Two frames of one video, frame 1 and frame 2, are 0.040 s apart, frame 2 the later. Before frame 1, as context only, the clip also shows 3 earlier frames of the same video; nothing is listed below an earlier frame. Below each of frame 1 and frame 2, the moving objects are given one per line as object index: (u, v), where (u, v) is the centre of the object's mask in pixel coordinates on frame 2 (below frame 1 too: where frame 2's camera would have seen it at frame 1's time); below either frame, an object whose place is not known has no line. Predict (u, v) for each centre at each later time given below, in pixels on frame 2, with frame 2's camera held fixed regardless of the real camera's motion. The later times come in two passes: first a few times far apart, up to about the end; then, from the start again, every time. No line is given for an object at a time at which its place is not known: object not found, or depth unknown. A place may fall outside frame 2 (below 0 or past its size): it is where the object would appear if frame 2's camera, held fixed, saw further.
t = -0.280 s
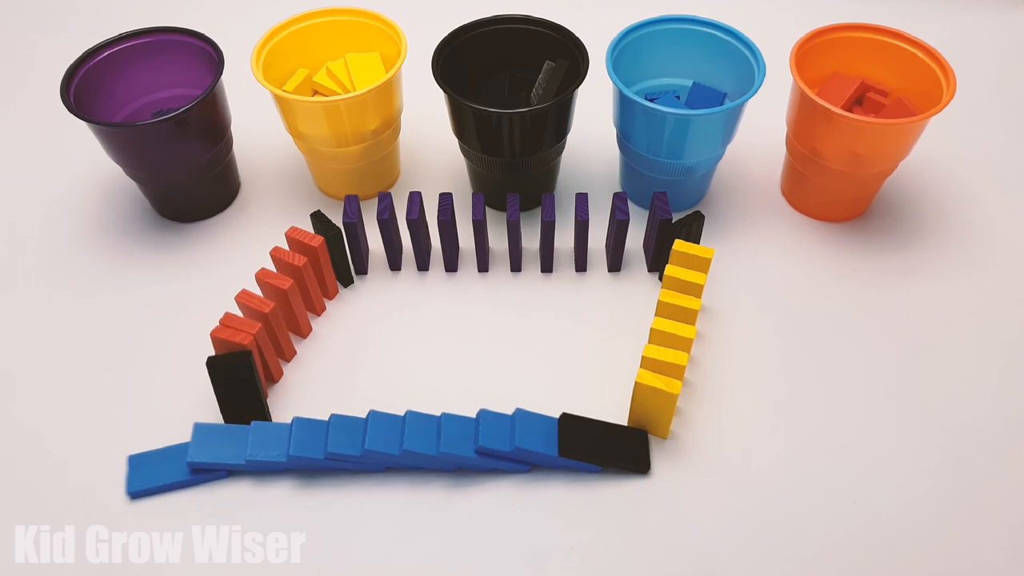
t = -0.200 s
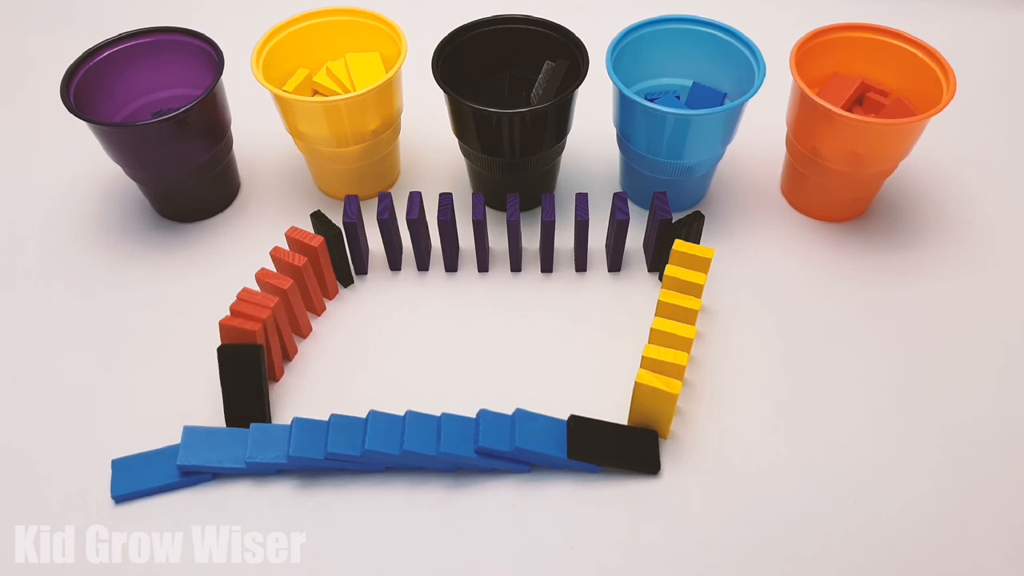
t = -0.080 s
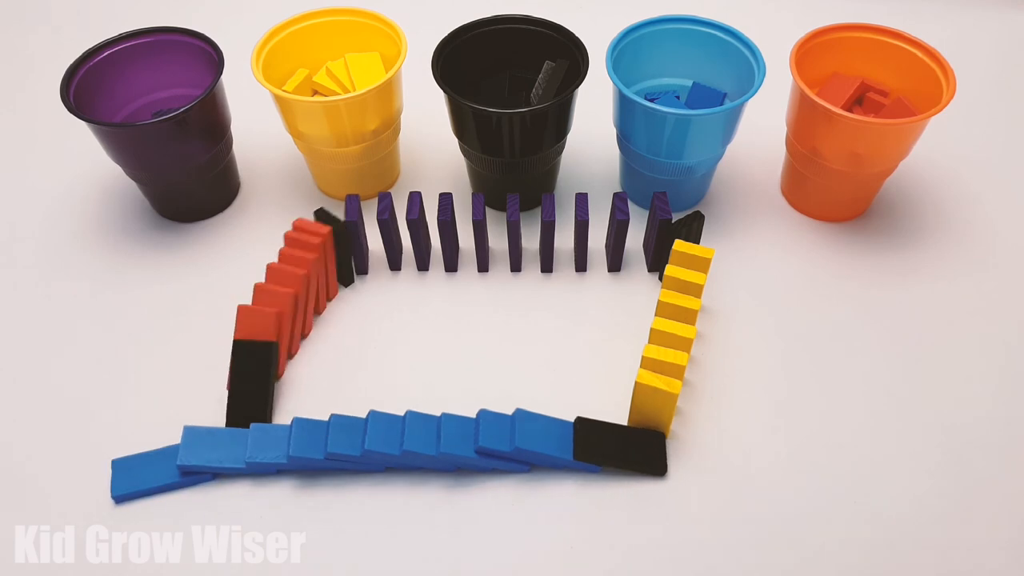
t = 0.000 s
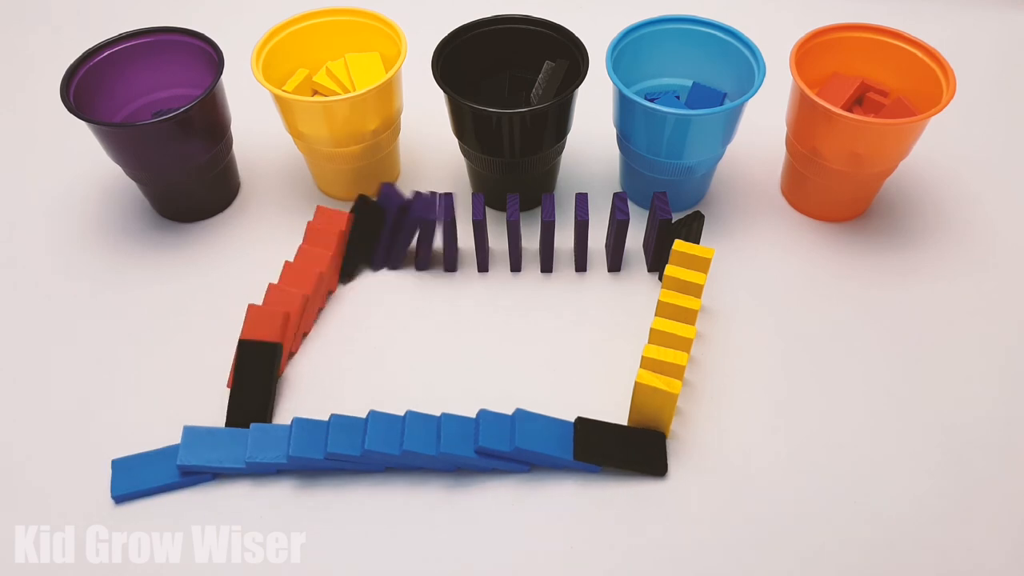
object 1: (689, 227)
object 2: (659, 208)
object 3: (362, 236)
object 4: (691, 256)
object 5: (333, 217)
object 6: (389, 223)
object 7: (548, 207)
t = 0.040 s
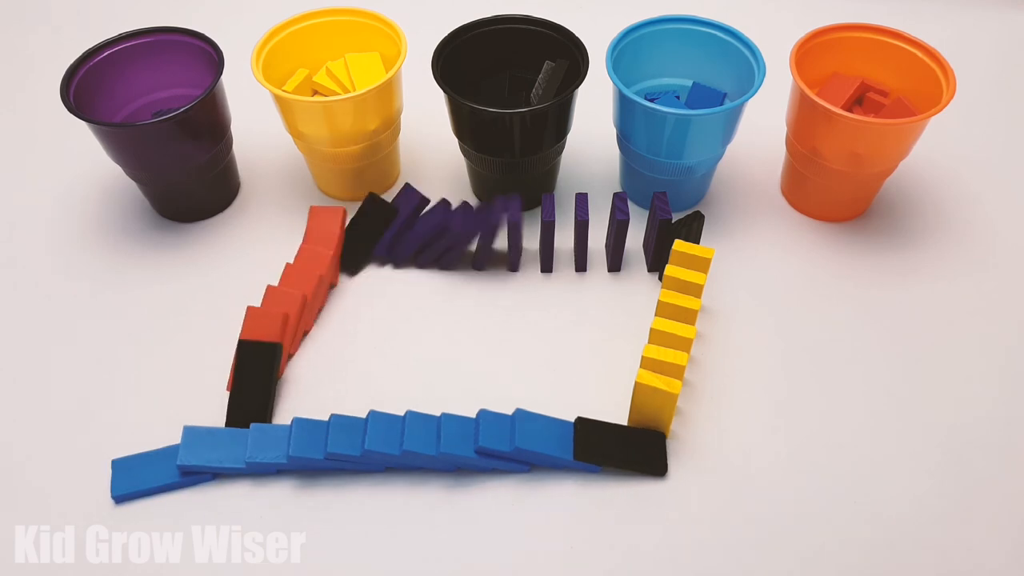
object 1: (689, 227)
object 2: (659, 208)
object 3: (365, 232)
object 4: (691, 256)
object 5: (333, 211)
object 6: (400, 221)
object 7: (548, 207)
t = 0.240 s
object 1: (720, 280)
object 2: (674, 246)
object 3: (363, 222)
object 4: (680, 277)
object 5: (283, 232)
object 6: (401, 211)
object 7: (565, 246)
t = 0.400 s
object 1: (736, 302)
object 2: (675, 248)
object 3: (363, 221)
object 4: (672, 306)
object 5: (283, 232)
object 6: (401, 211)
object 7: (565, 246)
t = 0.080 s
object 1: (689, 227)
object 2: (659, 208)
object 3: (367, 229)
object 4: (691, 256)
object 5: (314, 217)
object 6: (403, 214)
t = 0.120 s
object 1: (689, 227)
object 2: (663, 205)
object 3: (366, 222)
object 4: (691, 256)
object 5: (293, 229)
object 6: (401, 214)
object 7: (534, 239)
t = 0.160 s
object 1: (703, 238)
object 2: (662, 232)
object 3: (363, 221)
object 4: (691, 258)
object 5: (287, 231)
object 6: (401, 211)
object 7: (535, 242)
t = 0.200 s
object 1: (715, 258)
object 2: (671, 243)
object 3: (363, 222)
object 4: (686, 276)
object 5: (283, 231)
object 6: (401, 211)
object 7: (565, 245)
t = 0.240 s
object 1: (720, 280)
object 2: (674, 246)
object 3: (363, 222)
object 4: (680, 277)
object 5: (283, 232)
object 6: (401, 211)
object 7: (565, 246)
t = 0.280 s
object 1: (723, 298)
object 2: (676, 248)
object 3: (363, 222)
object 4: (674, 293)
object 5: (283, 232)
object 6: (401, 211)
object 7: (566, 246)
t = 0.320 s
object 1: (733, 300)
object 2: (676, 248)
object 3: (363, 221)
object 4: (671, 300)
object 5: (283, 232)
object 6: (401, 211)
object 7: (565, 246)
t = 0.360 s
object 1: (736, 301)
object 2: (675, 248)
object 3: (363, 221)
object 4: (671, 304)
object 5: (283, 232)
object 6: (401, 211)
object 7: (565, 247)
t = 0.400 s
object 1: (736, 302)
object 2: (675, 248)
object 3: (363, 221)
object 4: (672, 306)
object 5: (283, 232)
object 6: (401, 211)
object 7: (565, 246)
